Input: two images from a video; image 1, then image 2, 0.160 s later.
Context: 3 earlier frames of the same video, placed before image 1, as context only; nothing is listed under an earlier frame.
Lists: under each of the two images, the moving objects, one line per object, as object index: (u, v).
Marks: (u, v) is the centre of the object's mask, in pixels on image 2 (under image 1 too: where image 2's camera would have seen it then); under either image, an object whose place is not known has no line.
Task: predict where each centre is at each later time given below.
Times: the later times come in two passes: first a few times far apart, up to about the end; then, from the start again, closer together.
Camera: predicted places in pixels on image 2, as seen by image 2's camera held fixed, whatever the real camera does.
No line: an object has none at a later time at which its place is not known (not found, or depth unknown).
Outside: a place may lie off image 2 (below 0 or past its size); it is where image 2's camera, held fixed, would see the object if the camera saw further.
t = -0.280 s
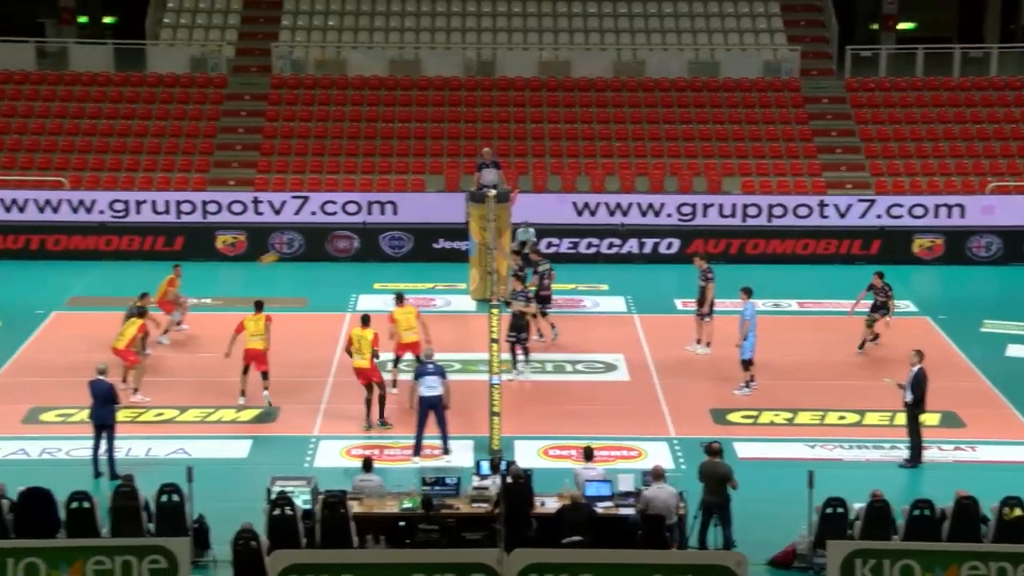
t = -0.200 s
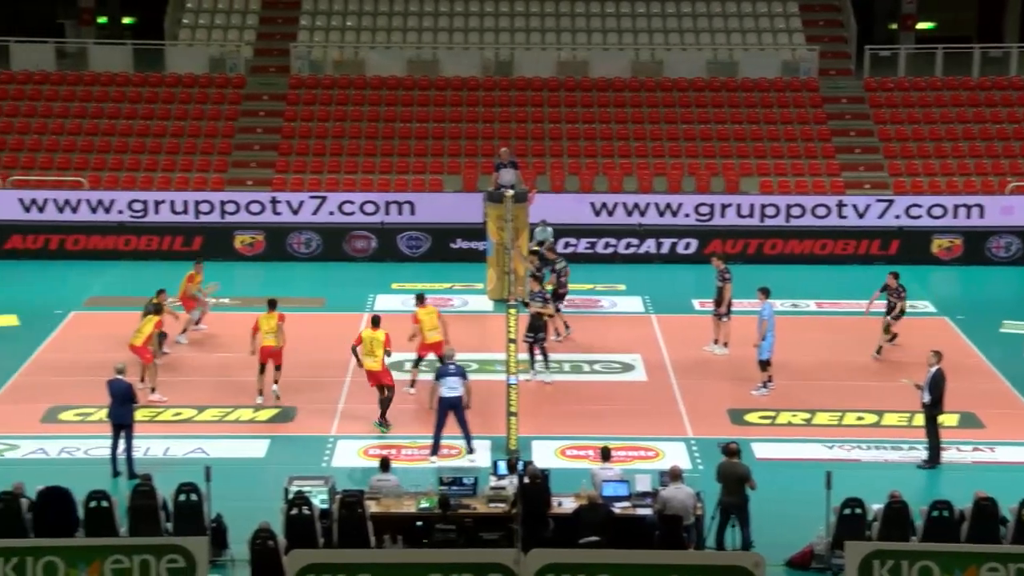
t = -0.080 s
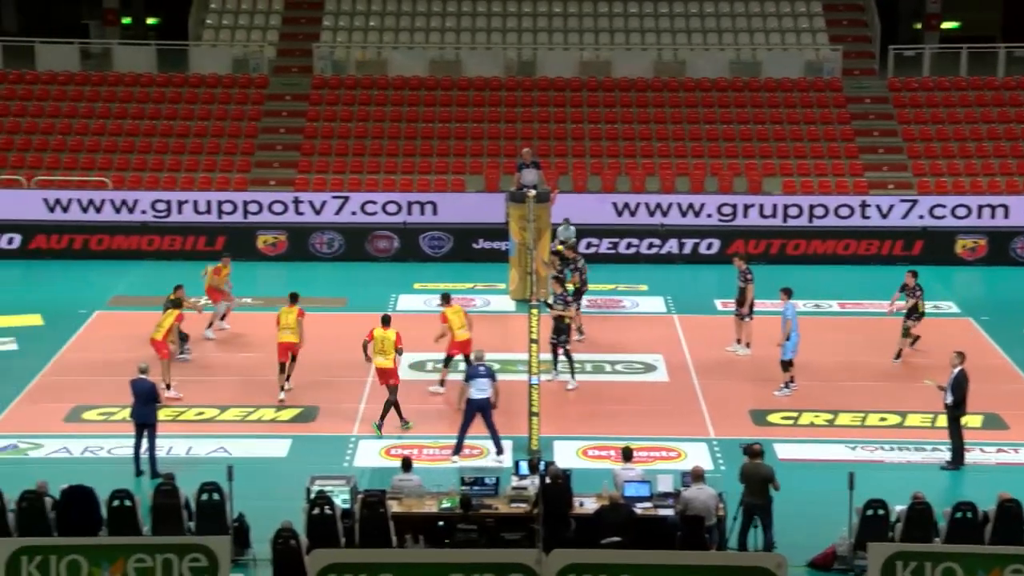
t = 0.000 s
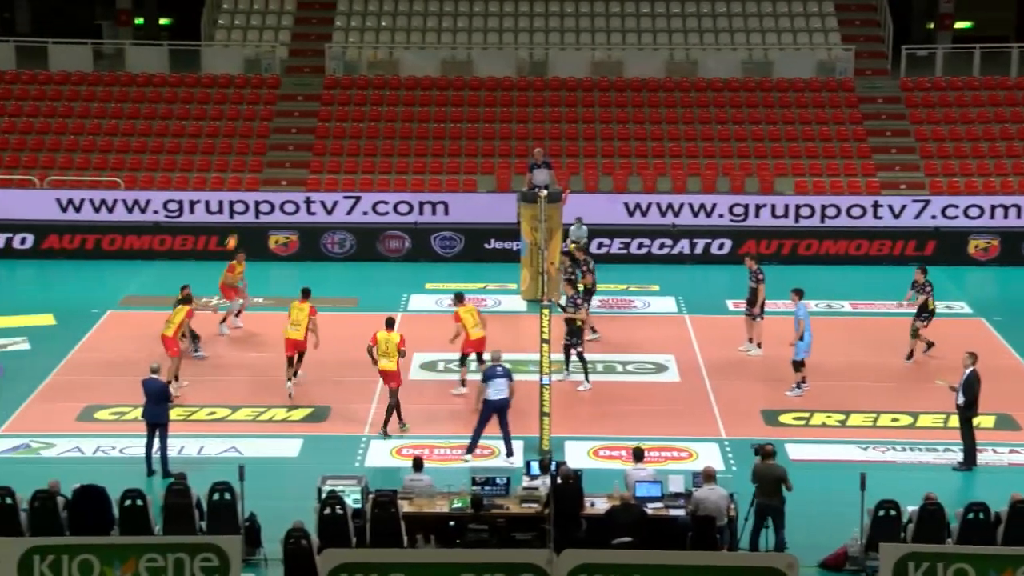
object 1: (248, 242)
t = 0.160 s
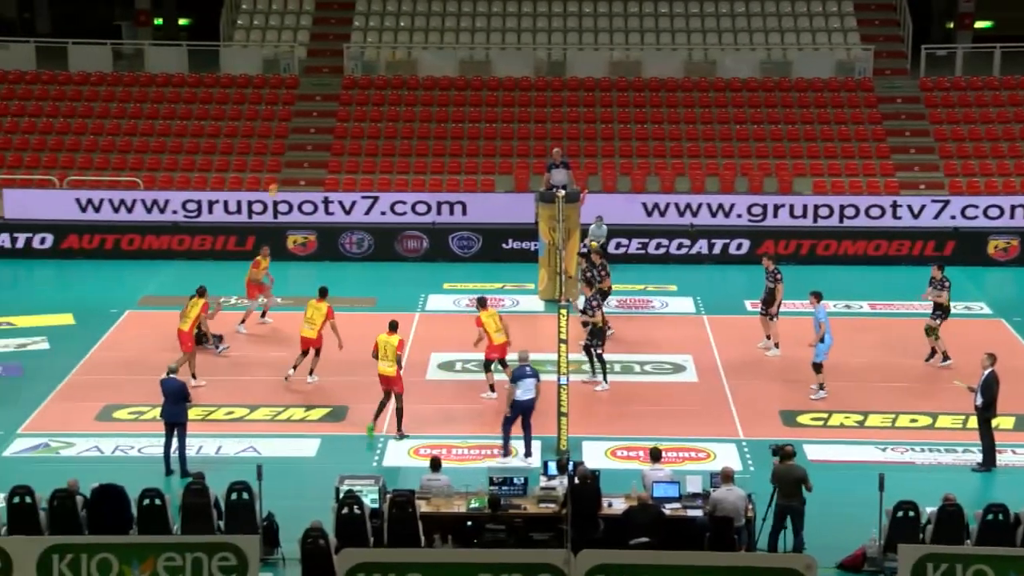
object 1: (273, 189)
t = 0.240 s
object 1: (284, 170)
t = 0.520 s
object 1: (323, 121)
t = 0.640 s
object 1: (340, 113)
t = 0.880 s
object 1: (370, 118)
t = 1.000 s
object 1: (385, 132)
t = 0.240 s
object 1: (284, 170)
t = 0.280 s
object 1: (290, 160)
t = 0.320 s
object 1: (296, 151)
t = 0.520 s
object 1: (323, 121)
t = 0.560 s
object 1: (329, 117)
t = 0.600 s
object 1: (334, 114)
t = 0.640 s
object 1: (340, 113)
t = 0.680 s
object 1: (345, 112)
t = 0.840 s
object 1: (364, 114)
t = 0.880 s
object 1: (370, 118)
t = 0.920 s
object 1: (376, 123)
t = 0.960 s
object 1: (381, 127)
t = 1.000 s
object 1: (385, 132)
